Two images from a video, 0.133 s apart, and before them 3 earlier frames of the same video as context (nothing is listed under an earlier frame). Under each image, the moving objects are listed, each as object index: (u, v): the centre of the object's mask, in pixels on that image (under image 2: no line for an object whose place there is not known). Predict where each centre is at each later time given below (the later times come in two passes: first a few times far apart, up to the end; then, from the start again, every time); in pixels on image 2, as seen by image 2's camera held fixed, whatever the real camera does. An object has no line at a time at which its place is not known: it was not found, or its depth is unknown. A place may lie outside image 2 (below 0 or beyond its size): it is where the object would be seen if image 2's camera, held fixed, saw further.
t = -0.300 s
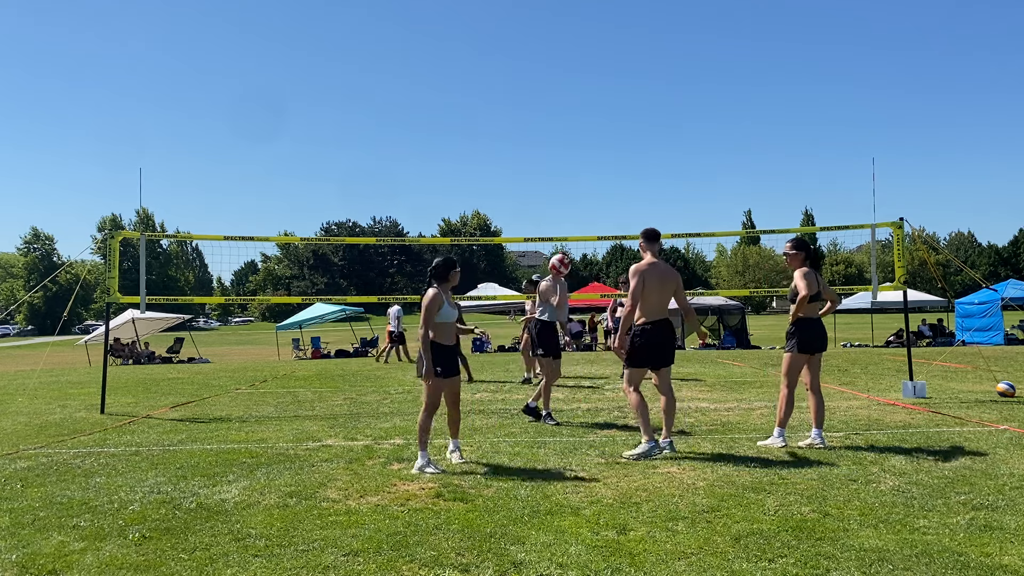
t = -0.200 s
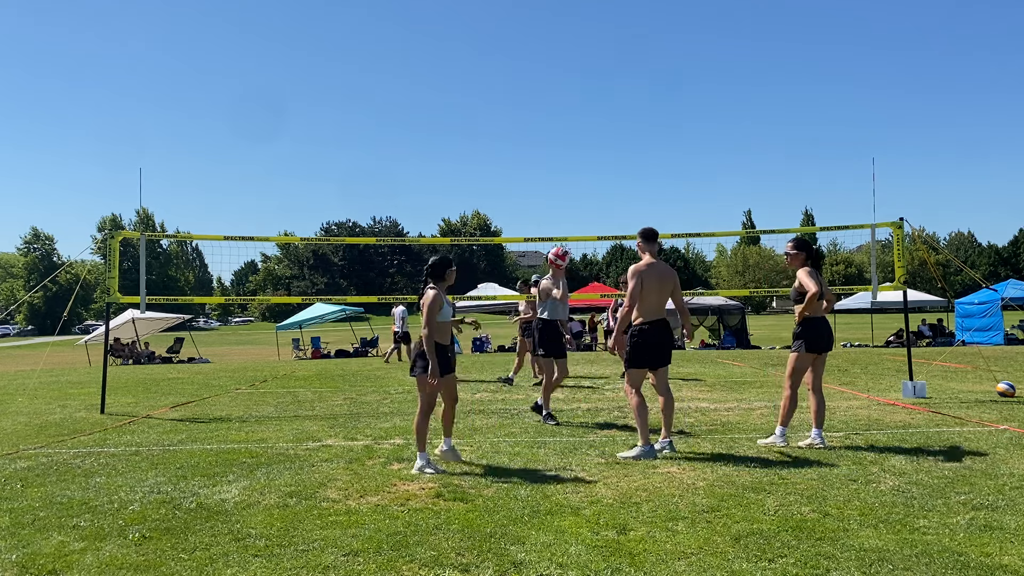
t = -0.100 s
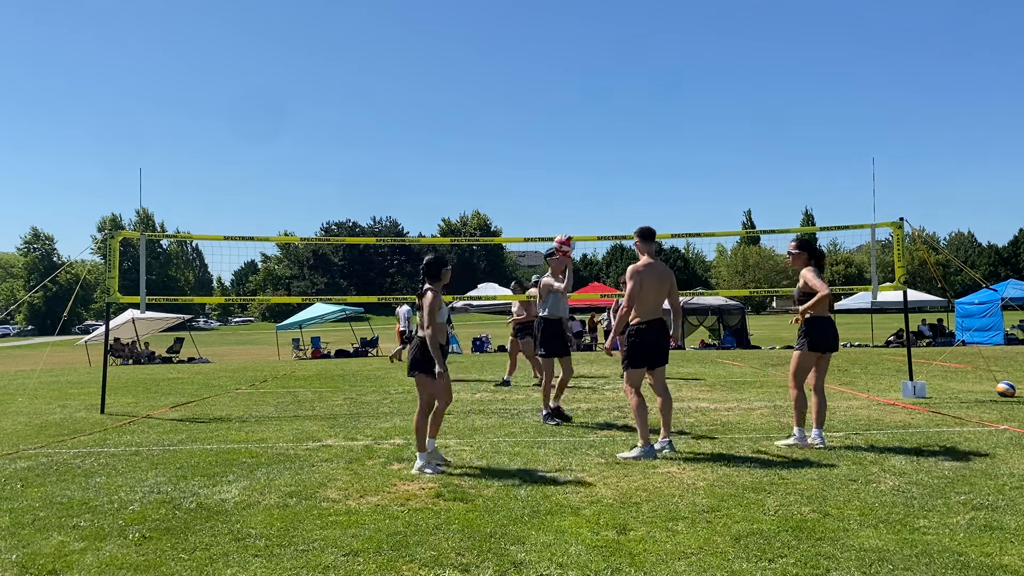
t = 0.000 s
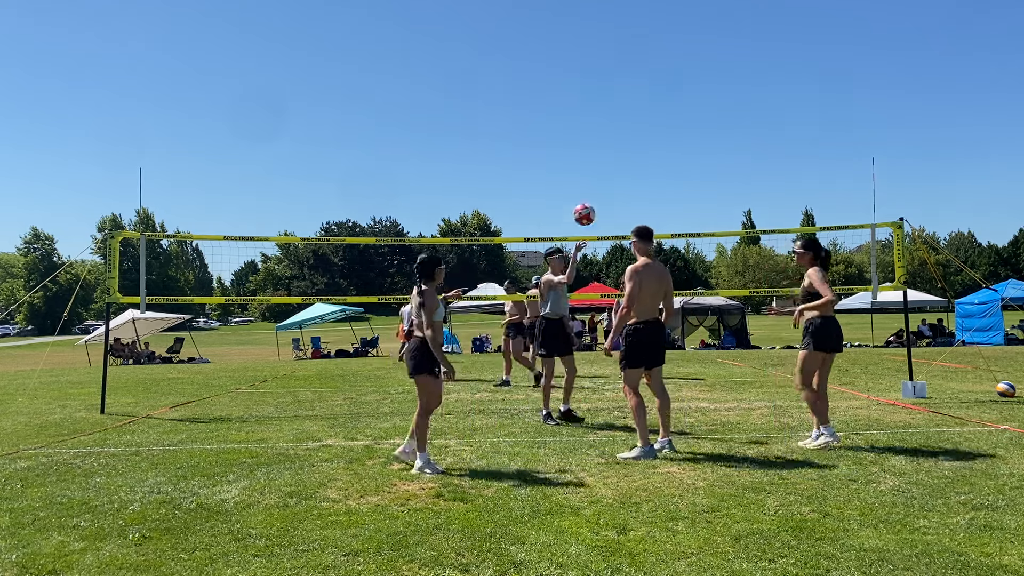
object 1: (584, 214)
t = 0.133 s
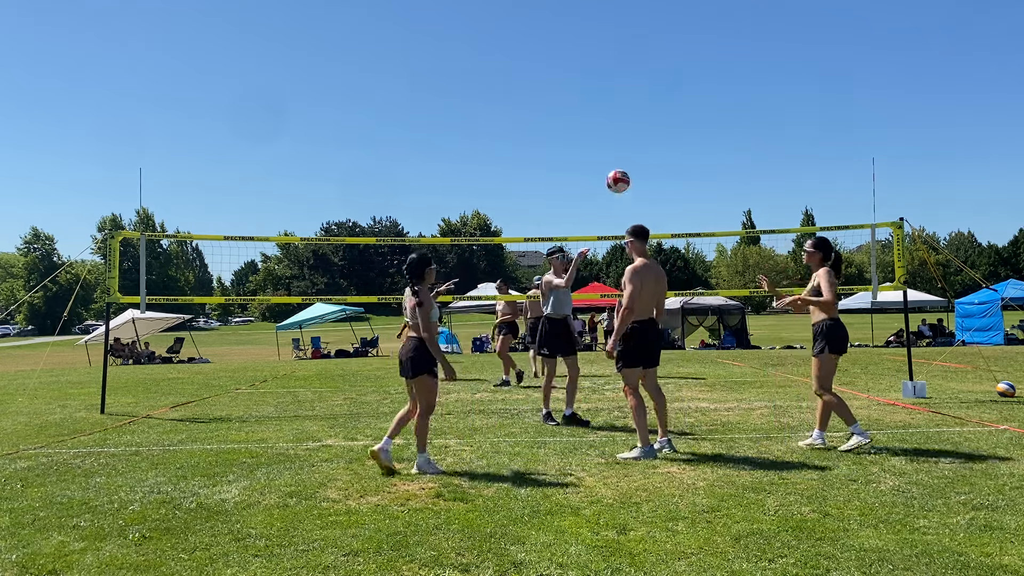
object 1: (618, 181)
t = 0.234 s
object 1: (645, 168)
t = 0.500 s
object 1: (725, 184)
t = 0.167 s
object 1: (627, 176)
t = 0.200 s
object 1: (636, 171)
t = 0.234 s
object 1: (645, 168)
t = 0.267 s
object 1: (655, 165)
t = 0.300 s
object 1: (664, 164)
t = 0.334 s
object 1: (674, 164)
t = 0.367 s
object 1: (684, 166)
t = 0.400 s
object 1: (694, 168)
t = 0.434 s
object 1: (704, 172)
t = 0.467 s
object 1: (714, 177)
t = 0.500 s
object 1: (725, 184)
